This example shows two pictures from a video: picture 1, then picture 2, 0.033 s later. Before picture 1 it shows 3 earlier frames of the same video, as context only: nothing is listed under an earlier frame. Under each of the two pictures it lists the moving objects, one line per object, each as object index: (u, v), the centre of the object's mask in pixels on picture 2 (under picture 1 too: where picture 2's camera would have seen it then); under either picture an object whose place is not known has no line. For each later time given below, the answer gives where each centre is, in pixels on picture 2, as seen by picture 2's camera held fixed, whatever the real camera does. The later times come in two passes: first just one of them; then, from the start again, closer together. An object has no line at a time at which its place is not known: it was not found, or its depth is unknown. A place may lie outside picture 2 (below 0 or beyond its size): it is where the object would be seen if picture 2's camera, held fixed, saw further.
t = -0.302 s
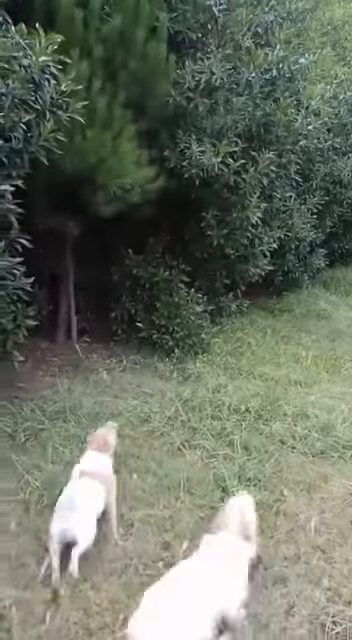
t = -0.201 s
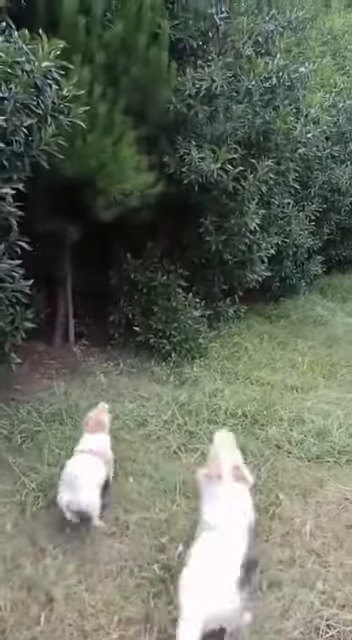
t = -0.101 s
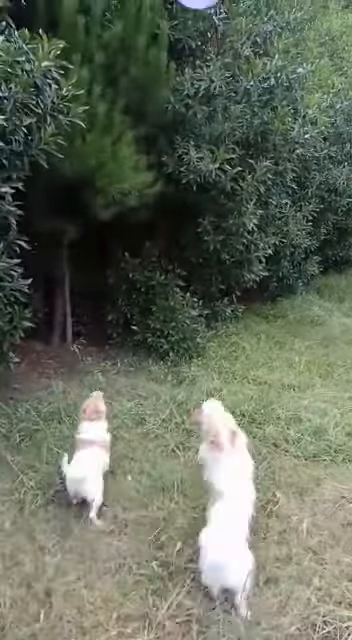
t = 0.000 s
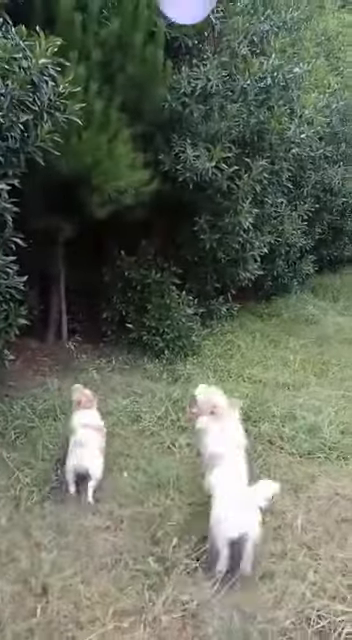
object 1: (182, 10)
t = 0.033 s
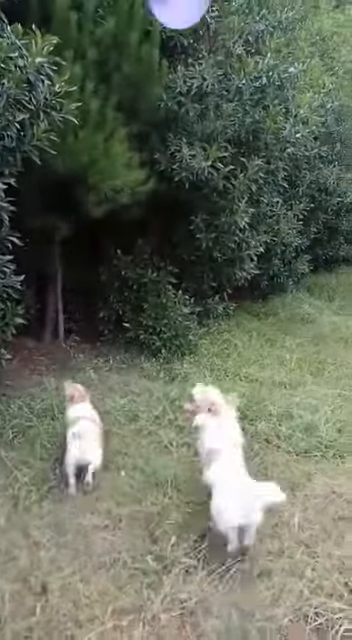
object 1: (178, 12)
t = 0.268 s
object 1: (149, 33)
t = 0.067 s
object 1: (175, 16)
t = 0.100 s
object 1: (172, 19)
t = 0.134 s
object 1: (168, 22)
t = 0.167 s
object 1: (163, 25)
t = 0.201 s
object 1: (160, 28)
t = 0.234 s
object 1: (156, 31)
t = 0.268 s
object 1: (149, 33)
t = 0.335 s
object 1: (144, 44)
